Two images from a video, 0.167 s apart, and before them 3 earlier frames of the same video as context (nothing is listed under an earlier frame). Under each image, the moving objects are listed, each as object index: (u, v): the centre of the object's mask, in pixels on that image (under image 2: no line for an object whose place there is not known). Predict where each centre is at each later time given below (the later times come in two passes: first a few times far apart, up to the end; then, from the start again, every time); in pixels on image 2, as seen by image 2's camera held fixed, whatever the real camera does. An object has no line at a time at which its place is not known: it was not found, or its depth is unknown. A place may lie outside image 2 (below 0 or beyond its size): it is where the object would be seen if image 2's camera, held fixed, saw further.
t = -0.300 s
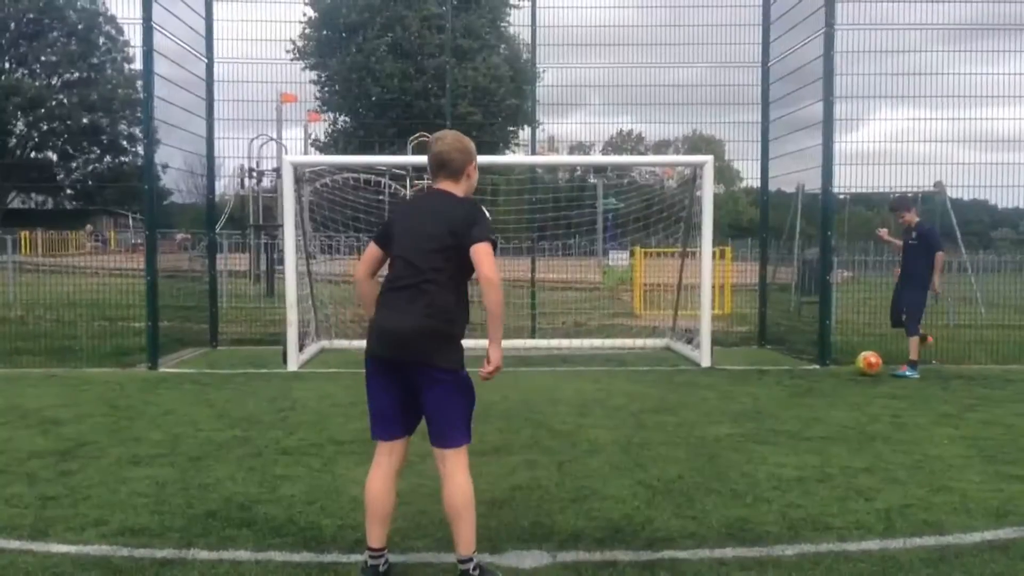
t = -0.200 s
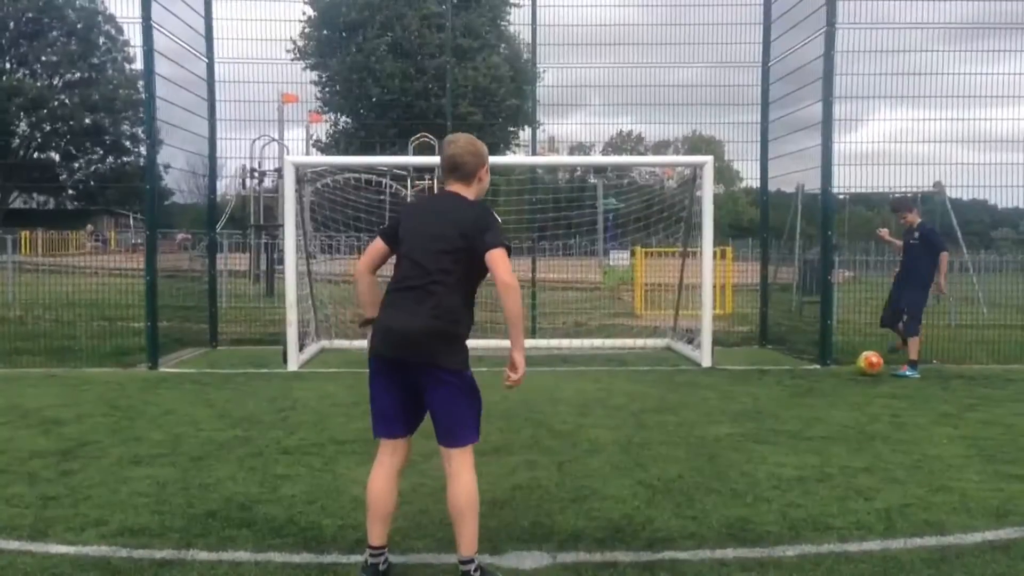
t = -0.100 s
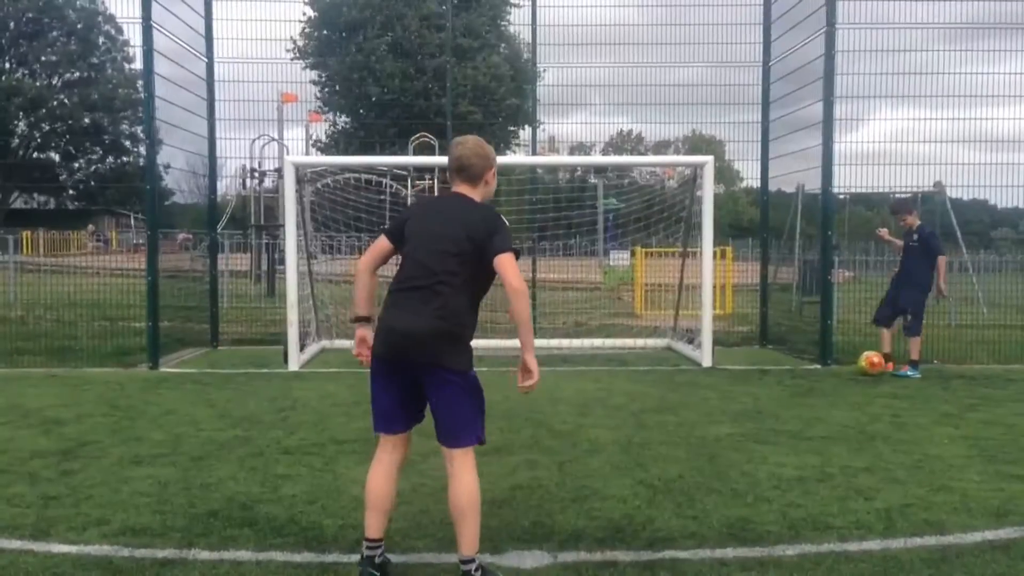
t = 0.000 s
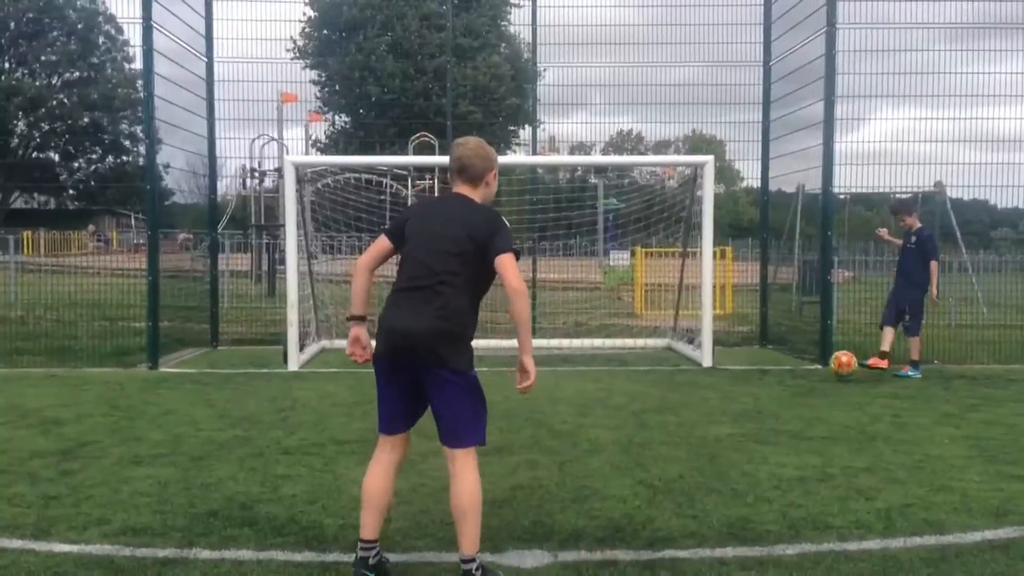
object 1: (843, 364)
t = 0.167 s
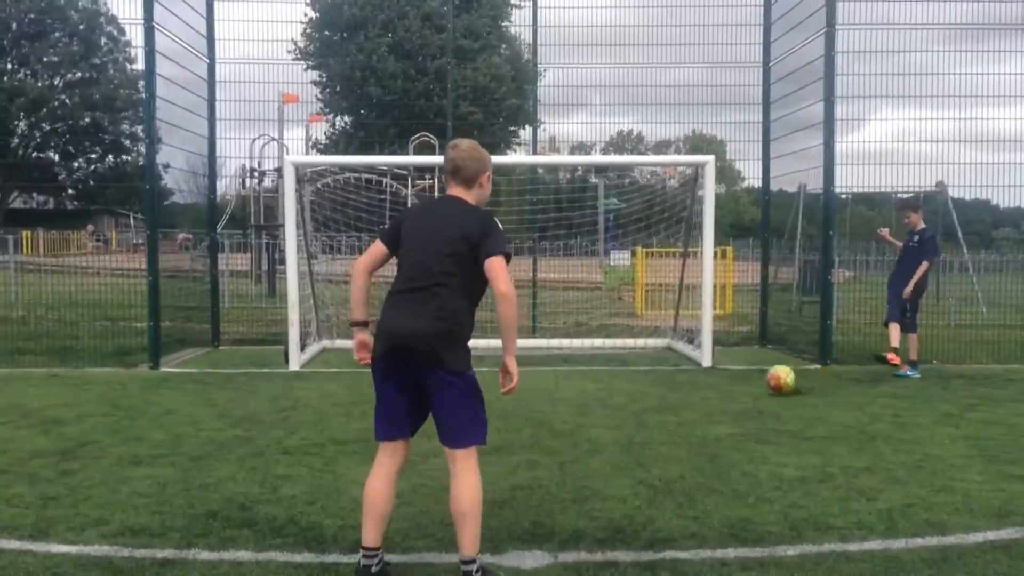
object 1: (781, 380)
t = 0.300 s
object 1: (732, 390)
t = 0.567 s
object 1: (644, 405)
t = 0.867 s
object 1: (536, 427)
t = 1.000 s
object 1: (485, 430)
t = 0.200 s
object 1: (769, 381)
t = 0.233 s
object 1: (758, 383)
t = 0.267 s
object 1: (744, 385)
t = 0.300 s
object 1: (732, 390)
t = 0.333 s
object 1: (721, 394)
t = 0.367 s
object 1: (710, 392)
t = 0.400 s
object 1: (698, 391)
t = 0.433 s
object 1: (689, 393)
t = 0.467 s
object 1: (677, 398)
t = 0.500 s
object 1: (665, 404)
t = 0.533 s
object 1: (654, 406)
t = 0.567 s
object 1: (644, 405)
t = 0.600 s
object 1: (633, 404)
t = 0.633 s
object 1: (620, 408)
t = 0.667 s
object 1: (609, 412)
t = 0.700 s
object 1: (597, 417)
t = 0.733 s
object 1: (586, 417)
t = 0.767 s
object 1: (574, 417)
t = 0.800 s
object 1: (562, 416)
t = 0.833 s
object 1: (548, 421)
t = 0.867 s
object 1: (536, 427)
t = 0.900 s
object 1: (523, 427)
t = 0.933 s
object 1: (511, 427)
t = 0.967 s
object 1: (498, 429)
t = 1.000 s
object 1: (485, 430)
